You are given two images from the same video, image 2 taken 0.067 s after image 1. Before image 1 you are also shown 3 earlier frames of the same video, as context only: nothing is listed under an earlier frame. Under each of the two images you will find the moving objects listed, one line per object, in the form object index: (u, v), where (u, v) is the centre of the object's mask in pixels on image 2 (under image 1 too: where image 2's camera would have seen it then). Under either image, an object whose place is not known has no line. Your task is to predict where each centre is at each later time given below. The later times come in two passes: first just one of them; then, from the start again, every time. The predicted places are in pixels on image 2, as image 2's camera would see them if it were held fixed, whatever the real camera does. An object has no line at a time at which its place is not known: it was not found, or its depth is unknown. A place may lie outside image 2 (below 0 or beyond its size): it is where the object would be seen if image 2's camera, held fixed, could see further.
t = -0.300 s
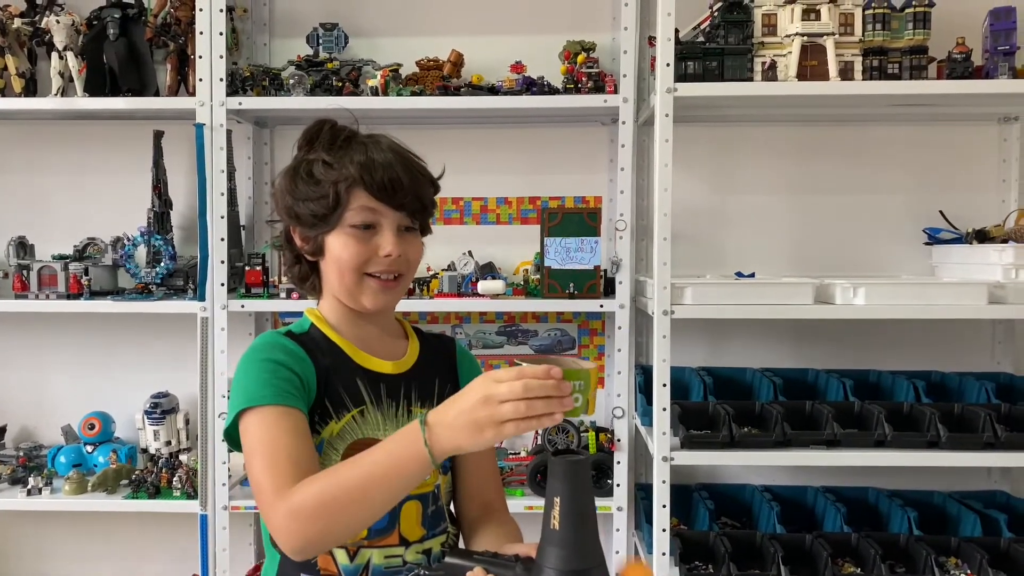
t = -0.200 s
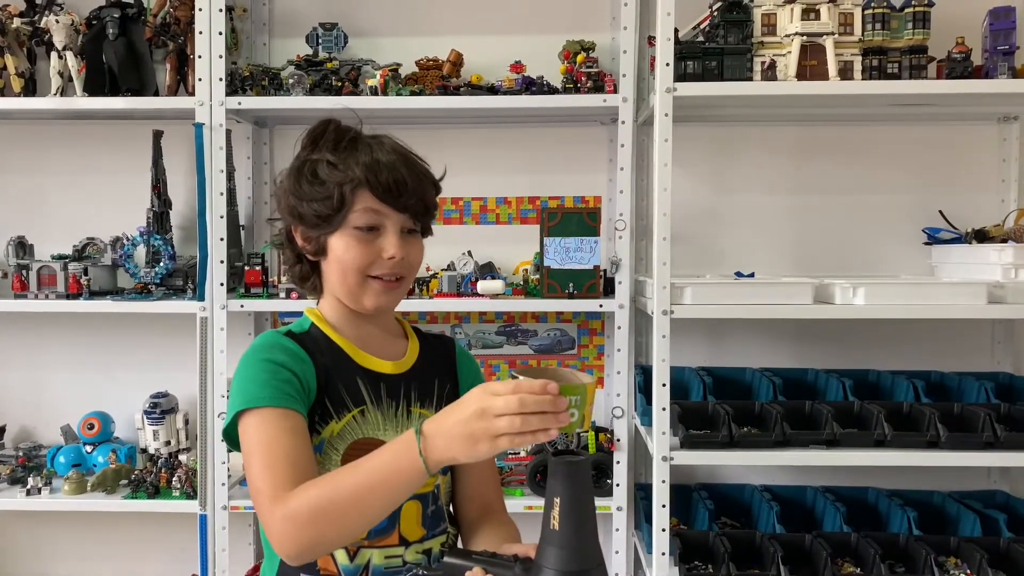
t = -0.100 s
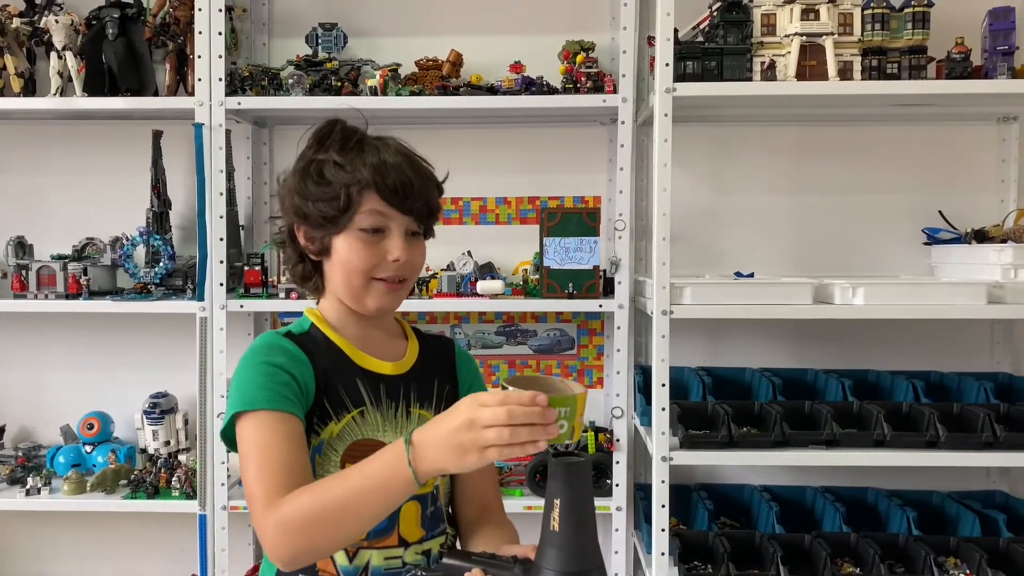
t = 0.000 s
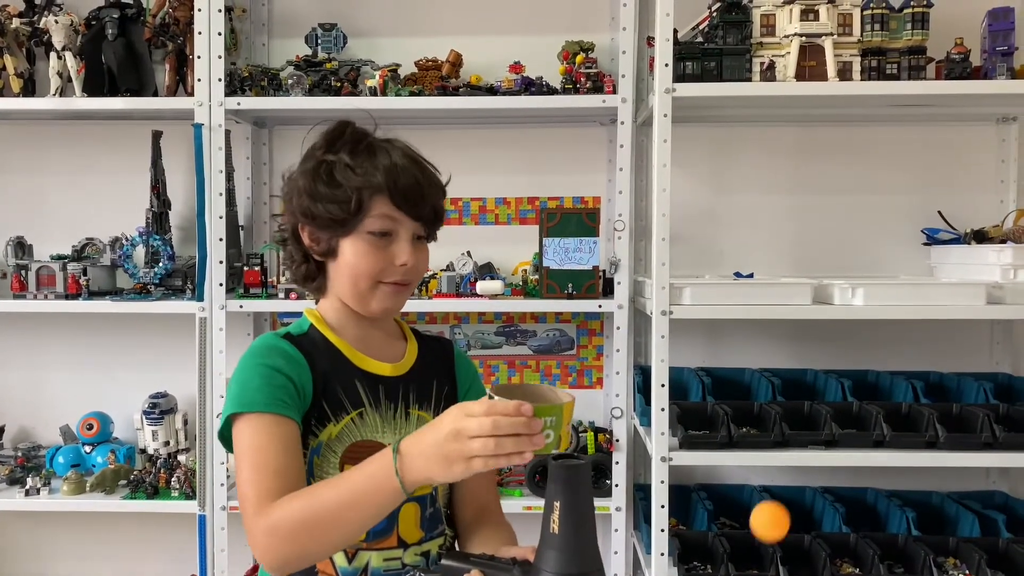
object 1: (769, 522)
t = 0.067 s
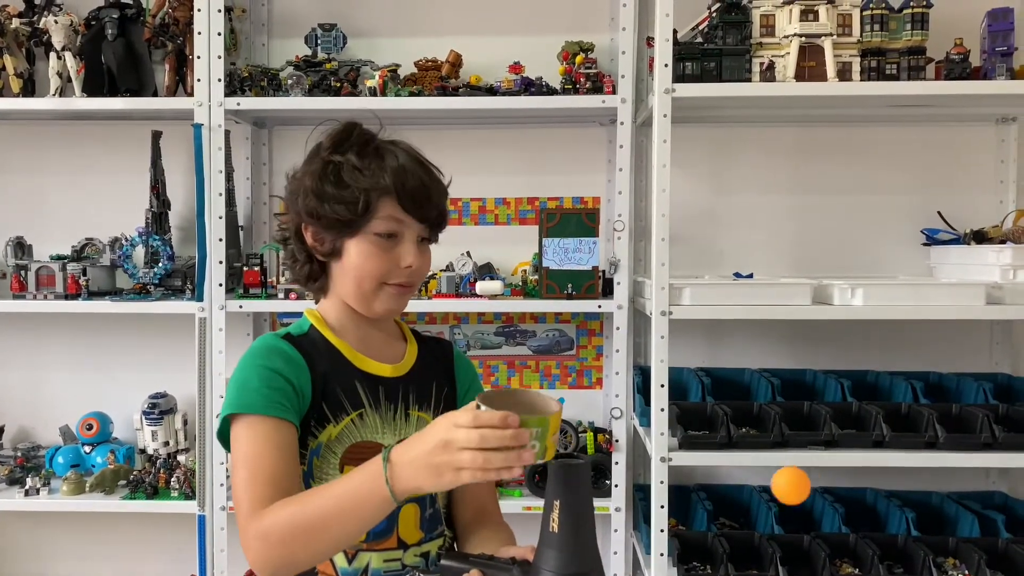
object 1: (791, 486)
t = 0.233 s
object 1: (836, 562)
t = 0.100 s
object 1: (801, 483)
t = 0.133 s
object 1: (811, 490)
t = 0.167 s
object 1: (820, 507)
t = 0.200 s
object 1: (829, 534)
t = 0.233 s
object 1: (836, 562)
